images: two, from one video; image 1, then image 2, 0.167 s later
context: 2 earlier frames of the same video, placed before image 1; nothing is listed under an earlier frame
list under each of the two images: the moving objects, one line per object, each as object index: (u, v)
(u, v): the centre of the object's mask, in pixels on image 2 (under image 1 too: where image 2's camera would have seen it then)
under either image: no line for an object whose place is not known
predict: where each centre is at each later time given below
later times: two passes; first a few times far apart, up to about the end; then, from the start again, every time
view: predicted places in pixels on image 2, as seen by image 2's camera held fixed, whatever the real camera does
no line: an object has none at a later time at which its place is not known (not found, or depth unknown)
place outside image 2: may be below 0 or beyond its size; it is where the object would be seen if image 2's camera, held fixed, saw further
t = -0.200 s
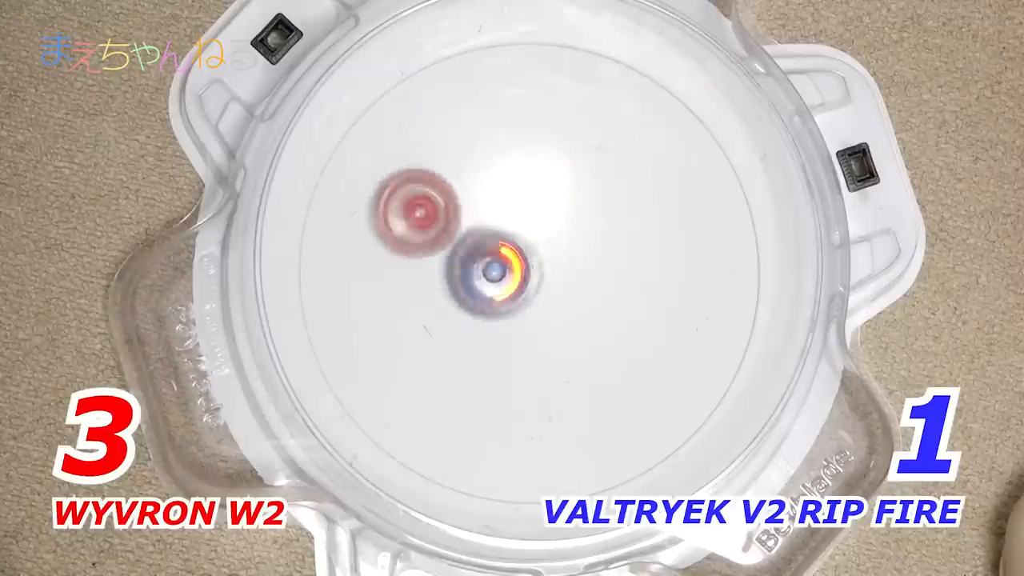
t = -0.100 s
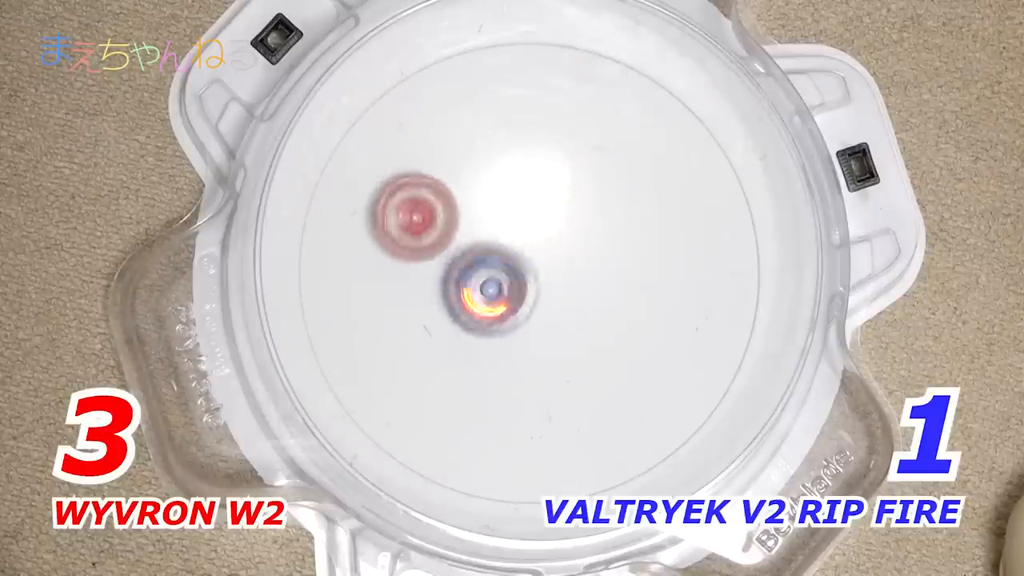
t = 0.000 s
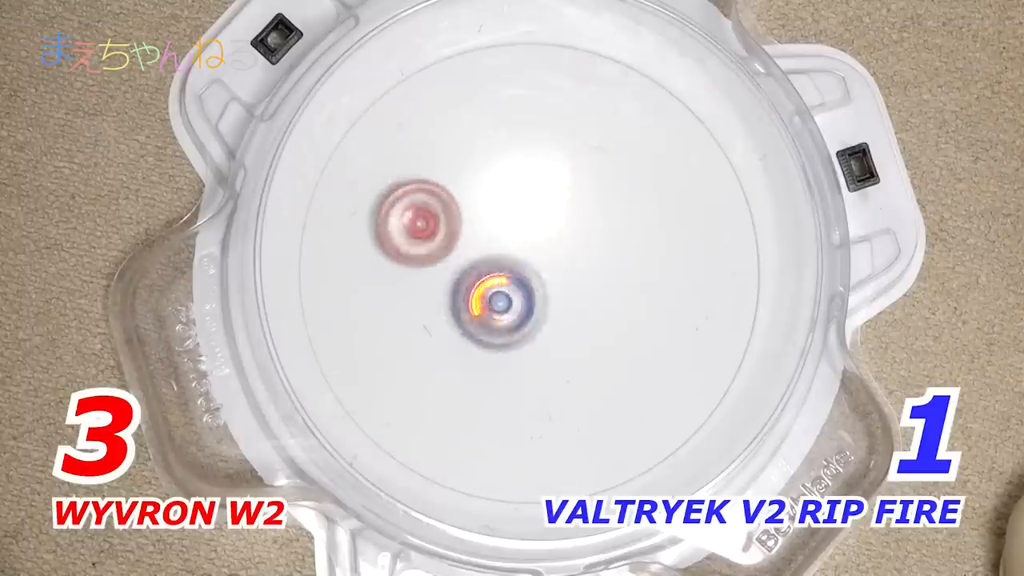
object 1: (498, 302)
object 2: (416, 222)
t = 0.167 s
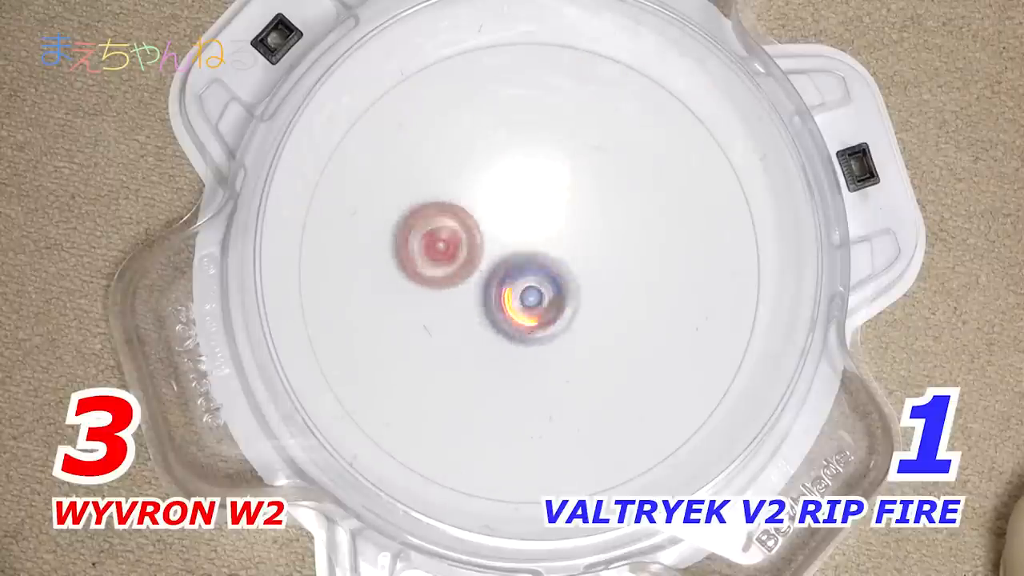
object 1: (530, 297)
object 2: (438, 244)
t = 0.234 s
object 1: (541, 288)
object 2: (448, 255)
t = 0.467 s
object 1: (584, 249)
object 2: (479, 296)
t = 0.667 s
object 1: (557, 219)
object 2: (500, 333)
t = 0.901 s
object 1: (510, 260)
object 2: (513, 360)
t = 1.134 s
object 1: (520, 258)
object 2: (509, 395)
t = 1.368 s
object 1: (527, 250)
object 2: (511, 375)
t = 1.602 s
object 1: (537, 230)
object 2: (527, 349)
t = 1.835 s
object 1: (554, 141)
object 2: (539, 363)
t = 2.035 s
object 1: (545, 125)
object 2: (551, 352)
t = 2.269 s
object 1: (541, 198)
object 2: (571, 322)
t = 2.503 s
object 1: (527, 227)
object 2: (595, 348)
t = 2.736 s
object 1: (510, 282)
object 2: (597, 352)
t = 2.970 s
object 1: (485, 259)
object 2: (594, 360)
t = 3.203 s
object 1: (464, 225)
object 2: (591, 318)
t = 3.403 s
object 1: (475, 218)
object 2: (599, 264)
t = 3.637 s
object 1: (516, 232)
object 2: (612, 241)
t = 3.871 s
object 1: (516, 251)
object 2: (608, 251)
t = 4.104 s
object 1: (466, 236)
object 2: (583, 268)
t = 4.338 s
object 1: (449, 227)
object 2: (568, 240)
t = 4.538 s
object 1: (475, 244)
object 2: (572, 238)
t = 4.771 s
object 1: (487, 263)
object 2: (564, 288)
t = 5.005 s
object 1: (477, 247)
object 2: (578, 379)
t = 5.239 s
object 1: (493, 267)
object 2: (562, 358)
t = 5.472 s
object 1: (496, 270)
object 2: (584, 317)
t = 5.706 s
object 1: (500, 264)
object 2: (585, 316)
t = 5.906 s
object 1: (513, 270)
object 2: (585, 316)
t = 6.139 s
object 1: (521, 274)
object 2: (584, 319)
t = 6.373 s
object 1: (527, 260)
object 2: (584, 319)
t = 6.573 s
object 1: (532, 243)
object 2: (584, 319)
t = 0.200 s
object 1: (535, 291)
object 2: (443, 250)
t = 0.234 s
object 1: (541, 288)
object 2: (448, 255)
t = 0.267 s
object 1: (549, 284)
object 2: (451, 258)
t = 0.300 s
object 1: (557, 281)
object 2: (456, 264)
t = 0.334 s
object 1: (565, 276)
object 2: (461, 270)
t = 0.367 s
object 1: (572, 271)
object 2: (466, 276)
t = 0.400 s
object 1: (578, 264)
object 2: (471, 282)
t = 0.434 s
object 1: (582, 256)
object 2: (475, 289)
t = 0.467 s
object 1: (584, 249)
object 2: (479, 296)
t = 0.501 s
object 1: (585, 241)
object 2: (483, 303)
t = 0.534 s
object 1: (583, 234)
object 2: (487, 309)
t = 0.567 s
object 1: (579, 228)
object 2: (491, 315)
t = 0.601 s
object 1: (572, 223)
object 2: (494, 321)
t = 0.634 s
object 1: (565, 220)
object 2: (497, 327)
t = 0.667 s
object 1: (557, 219)
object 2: (500, 333)
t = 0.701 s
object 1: (549, 221)
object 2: (503, 338)
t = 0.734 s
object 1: (540, 223)
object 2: (504, 343)
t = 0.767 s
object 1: (532, 228)
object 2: (506, 348)
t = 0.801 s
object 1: (525, 234)
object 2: (508, 353)
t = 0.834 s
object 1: (519, 242)
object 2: (511, 356)
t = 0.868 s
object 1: (513, 251)
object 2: (512, 358)
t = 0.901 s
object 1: (510, 260)
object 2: (513, 360)
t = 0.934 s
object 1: (509, 269)
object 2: (514, 362)
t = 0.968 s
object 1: (510, 267)
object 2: (513, 375)
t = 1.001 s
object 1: (512, 265)
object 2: (509, 383)
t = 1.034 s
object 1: (514, 263)
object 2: (510, 387)
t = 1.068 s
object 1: (516, 261)
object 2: (510, 392)
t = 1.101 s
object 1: (518, 259)
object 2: (510, 393)
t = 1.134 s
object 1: (520, 258)
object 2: (509, 395)
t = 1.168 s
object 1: (520, 257)
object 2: (509, 396)
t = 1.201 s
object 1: (521, 256)
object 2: (510, 395)
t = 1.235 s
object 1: (521, 254)
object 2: (508, 393)
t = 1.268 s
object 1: (522, 252)
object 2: (508, 390)
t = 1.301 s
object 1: (523, 251)
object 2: (509, 386)
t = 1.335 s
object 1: (524, 251)
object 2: (511, 380)
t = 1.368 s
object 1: (527, 250)
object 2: (511, 375)
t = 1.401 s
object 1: (527, 249)
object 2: (513, 370)
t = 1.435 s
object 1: (528, 250)
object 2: (516, 363)
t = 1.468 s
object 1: (529, 251)
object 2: (519, 356)
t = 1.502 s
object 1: (530, 251)
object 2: (522, 349)
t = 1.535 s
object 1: (531, 250)
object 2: (526, 344)
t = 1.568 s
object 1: (534, 246)
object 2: (529, 339)
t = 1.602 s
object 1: (537, 230)
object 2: (527, 349)
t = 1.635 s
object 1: (543, 206)
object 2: (524, 359)
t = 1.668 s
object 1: (547, 187)
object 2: (524, 360)
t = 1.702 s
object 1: (549, 174)
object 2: (527, 360)
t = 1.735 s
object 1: (550, 164)
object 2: (532, 361)
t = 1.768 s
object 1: (551, 156)
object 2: (533, 363)
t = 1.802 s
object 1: (553, 149)
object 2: (536, 363)
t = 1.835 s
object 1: (554, 141)
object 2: (539, 363)
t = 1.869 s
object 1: (554, 135)
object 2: (541, 363)
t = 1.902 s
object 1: (553, 128)
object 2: (544, 362)
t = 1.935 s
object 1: (553, 123)
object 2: (545, 360)
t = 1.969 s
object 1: (551, 121)
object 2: (547, 358)
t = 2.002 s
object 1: (547, 121)
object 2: (550, 355)
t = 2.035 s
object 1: (545, 125)
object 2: (551, 352)
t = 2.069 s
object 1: (541, 131)
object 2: (554, 348)
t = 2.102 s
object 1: (539, 142)
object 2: (556, 344)
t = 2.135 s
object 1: (538, 153)
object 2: (558, 340)
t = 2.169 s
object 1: (538, 164)
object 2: (562, 335)
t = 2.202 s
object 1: (539, 173)
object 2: (564, 331)
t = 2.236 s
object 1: (540, 186)
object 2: (568, 327)
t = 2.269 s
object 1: (541, 198)
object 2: (571, 322)
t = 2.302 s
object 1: (542, 211)
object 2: (574, 319)
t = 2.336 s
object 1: (542, 223)
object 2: (578, 314)
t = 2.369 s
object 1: (542, 222)
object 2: (582, 323)
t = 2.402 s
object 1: (538, 216)
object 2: (588, 338)
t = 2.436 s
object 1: (536, 215)
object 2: (590, 344)
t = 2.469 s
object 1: (532, 220)
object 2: (591, 348)
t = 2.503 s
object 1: (527, 227)
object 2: (595, 348)
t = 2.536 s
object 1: (522, 234)
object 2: (597, 349)
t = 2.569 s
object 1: (518, 242)
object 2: (600, 351)
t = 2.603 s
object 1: (516, 250)
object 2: (600, 352)
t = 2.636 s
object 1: (513, 258)
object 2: (600, 354)
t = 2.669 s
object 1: (512, 267)
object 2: (600, 354)
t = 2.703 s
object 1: (511, 274)
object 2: (598, 353)
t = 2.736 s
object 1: (510, 282)
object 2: (597, 352)
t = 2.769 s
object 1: (511, 289)
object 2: (594, 350)
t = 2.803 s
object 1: (512, 296)
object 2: (591, 347)
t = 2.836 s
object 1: (508, 289)
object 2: (596, 357)
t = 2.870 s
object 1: (499, 278)
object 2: (599, 366)
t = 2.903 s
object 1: (494, 271)
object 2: (595, 369)
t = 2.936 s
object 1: (489, 264)
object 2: (593, 364)
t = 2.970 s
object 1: (485, 259)
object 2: (594, 360)
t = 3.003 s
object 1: (480, 254)
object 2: (595, 356)
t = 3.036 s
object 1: (476, 248)
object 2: (595, 354)
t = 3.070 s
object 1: (473, 244)
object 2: (594, 349)
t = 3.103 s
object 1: (469, 238)
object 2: (595, 344)
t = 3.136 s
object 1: (467, 234)
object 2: (593, 337)
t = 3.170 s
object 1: (465, 229)
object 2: (592, 328)
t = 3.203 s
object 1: (464, 225)
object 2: (591, 318)
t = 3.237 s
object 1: (465, 222)
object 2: (591, 308)
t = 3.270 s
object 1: (463, 220)
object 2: (591, 299)
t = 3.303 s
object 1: (466, 219)
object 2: (593, 289)
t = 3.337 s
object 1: (467, 217)
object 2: (595, 280)
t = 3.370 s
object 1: (472, 217)
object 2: (597, 271)
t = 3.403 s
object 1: (475, 218)
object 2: (599, 264)
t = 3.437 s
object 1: (481, 218)
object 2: (601, 258)
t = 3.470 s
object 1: (486, 220)
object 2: (604, 253)
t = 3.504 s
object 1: (491, 221)
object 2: (607, 249)
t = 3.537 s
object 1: (500, 225)
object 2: (608, 248)
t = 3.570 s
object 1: (504, 226)
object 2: (608, 245)
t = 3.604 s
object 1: (513, 230)
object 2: (609, 243)
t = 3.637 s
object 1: (516, 232)
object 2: (612, 241)
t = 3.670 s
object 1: (518, 232)
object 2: (617, 243)
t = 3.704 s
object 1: (521, 234)
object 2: (616, 247)
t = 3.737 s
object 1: (523, 238)
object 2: (614, 247)
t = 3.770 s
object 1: (523, 239)
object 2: (613, 248)
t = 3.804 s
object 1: (522, 244)
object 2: (613, 248)
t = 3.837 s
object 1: (517, 248)
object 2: (611, 249)
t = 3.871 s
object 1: (516, 251)
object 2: (608, 251)
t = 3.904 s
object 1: (505, 247)
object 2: (608, 259)
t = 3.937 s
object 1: (494, 245)
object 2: (611, 267)
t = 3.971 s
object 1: (486, 241)
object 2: (609, 274)
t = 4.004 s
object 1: (483, 240)
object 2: (599, 277)
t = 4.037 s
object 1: (477, 240)
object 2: (592, 274)
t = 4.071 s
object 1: (472, 238)
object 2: (588, 270)
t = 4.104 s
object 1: (466, 236)
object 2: (583, 268)
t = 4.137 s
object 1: (460, 233)
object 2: (579, 265)
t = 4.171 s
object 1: (456, 231)
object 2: (575, 261)
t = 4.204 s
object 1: (453, 228)
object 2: (572, 257)
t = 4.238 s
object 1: (450, 227)
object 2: (570, 253)
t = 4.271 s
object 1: (449, 225)
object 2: (568, 248)
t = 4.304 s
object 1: (451, 226)
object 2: (568, 245)
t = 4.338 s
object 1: (449, 227)
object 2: (568, 240)
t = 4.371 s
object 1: (452, 227)
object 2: (570, 237)
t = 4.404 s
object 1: (455, 231)
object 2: (572, 236)
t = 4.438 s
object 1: (459, 232)
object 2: (573, 234)
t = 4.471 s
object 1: (465, 235)
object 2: (575, 235)
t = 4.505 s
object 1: (472, 240)
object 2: (573, 236)
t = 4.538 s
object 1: (475, 244)
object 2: (572, 238)
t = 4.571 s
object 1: (479, 246)
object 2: (571, 238)
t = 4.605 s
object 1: (483, 248)
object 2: (571, 241)
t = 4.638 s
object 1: (485, 247)
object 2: (572, 248)
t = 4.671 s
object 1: (487, 251)
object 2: (570, 260)
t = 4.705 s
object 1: (485, 254)
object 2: (571, 270)
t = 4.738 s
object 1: (486, 257)
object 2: (569, 280)
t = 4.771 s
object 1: (487, 263)
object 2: (564, 288)
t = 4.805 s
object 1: (476, 255)
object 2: (566, 307)
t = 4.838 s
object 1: (475, 248)
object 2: (565, 328)
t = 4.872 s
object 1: (478, 247)
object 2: (565, 346)
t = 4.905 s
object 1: (477, 250)
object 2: (566, 361)
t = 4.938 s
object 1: (475, 251)
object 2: (569, 371)
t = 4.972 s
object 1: (474, 248)
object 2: (574, 377)
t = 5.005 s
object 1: (477, 247)
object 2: (578, 379)
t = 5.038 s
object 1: (480, 251)
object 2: (580, 379)
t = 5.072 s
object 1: (479, 255)
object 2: (580, 379)
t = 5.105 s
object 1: (477, 254)
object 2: (578, 379)
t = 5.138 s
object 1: (481, 253)
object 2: (573, 377)
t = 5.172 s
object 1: (488, 257)
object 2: (569, 373)
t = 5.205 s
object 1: (491, 263)
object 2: (565, 367)
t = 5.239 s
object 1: (493, 267)
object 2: (562, 358)
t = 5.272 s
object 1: (494, 269)
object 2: (561, 347)
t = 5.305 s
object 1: (495, 272)
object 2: (563, 336)
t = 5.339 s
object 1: (495, 274)
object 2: (566, 327)
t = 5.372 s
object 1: (497, 276)
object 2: (571, 319)
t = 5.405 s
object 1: (497, 279)
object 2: (578, 315)
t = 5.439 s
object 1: (494, 275)
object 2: (582, 316)
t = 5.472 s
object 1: (496, 270)
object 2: (584, 317)
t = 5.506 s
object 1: (500, 269)
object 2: (585, 317)
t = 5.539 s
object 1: (503, 272)
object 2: (585, 317)
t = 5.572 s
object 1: (503, 275)
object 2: (585, 316)
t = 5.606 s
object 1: (500, 276)
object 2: (585, 317)
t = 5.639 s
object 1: (498, 275)
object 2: (585, 316)
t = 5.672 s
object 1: (497, 269)
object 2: (585, 316)
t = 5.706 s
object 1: (500, 264)
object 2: (585, 316)
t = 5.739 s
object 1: (505, 263)
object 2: (585, 316)
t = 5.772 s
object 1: (508, 266)
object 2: (585, 316)
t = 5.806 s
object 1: (508, 271)
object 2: (585, 316)
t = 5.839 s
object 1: (507, 273)
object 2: (585, 316)
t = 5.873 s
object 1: (509, 271)
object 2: (585, 316)
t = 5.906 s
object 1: (513, 270)
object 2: (585, 316)
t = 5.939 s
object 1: (517, 271)
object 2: (585, 316)
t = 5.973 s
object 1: (520, 276)
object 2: (585, 317)
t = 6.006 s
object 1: (518, 279)
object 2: (585, 316)
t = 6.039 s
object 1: (517, 277)
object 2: (585, 319)
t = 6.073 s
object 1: (518, 276)
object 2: (584, 319)
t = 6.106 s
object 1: (521, 274)
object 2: (585, 319)
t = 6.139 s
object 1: (521, 274)
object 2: (584, 319)
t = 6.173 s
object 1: (523, 272)
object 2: (584, 319)
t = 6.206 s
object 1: (522, 271)
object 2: (584, 319)
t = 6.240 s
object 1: (524, 267)
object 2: (584, 319)
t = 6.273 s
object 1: (524, 265)
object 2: (584, 319)
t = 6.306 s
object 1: (524, 264)
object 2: (584, 319)
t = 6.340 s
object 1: (525, 262)
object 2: (584, 319)
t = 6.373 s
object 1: (527, 260)
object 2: (584, 319)
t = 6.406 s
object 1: (529, 260)
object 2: (584, 319)
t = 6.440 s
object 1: (528, 258)
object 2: (584, 320)
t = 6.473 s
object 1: (529, 254)
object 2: (584, 320)
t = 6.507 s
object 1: (530, 249)
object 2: (584, 319)
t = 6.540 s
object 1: (533, 246)
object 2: (584, 319)
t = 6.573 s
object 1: (532, 243)
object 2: (584, 319)
